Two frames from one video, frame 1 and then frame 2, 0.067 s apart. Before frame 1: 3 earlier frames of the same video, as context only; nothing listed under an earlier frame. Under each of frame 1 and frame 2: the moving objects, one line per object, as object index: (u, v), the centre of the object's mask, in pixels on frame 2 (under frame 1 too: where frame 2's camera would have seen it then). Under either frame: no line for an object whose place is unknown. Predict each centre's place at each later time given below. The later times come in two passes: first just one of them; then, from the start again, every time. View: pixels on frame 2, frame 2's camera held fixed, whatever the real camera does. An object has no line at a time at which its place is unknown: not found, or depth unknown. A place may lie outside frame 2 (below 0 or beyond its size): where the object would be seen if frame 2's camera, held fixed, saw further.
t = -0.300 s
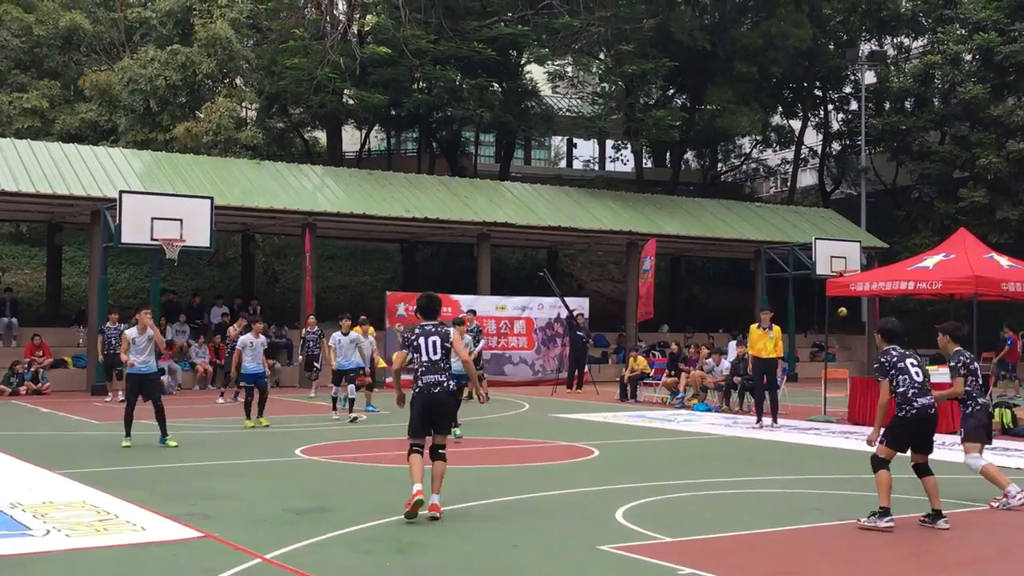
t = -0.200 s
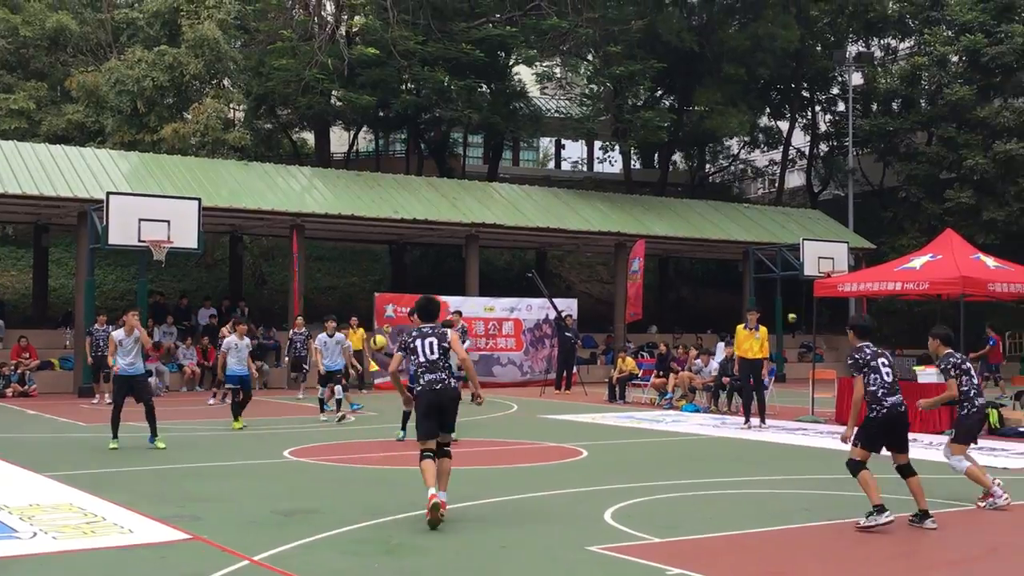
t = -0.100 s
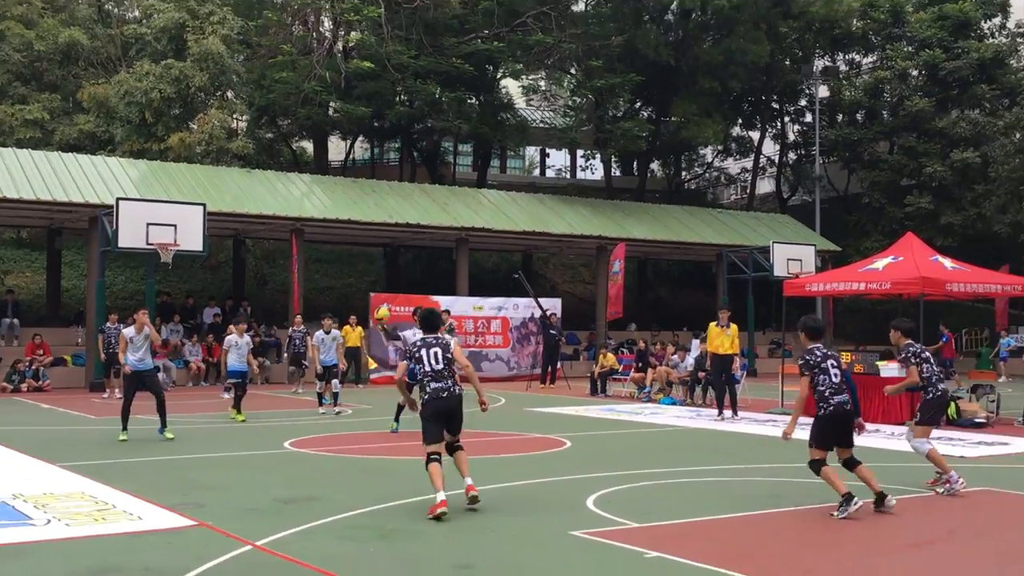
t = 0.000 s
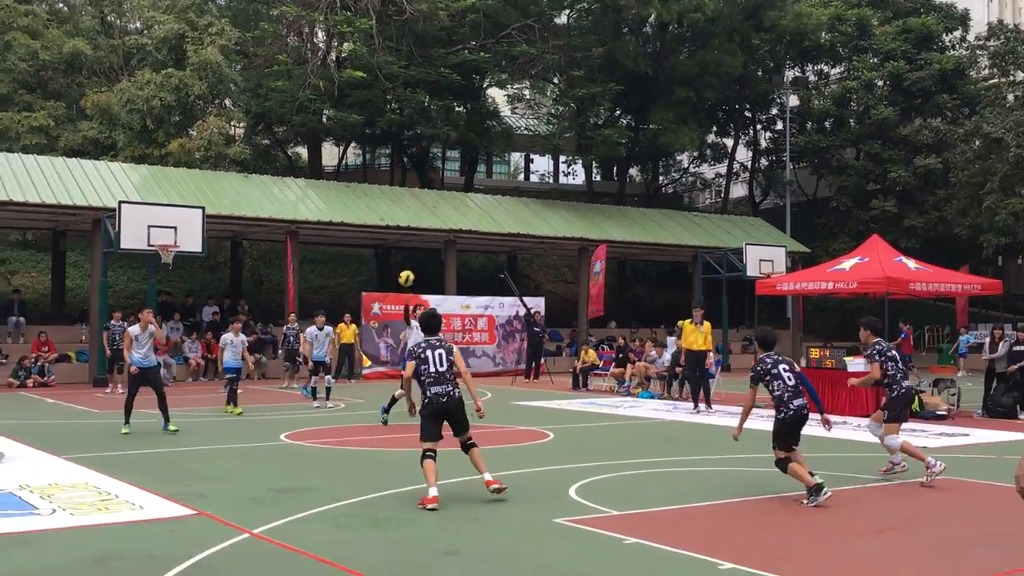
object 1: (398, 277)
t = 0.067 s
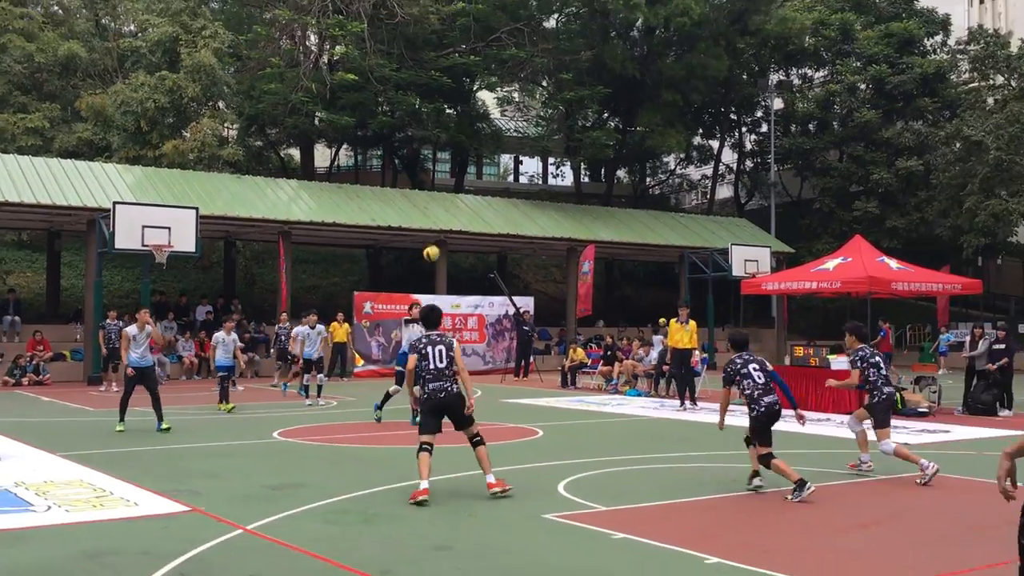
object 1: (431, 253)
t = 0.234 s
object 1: (523, 197)
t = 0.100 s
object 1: (449, 241)
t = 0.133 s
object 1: (467, 229)
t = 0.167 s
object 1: (485, 218)
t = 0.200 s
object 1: (504, 208)
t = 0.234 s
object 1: (523, 197)
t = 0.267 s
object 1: (542, 190)
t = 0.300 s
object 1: (563, 181)
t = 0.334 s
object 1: (583, 173)
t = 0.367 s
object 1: (604, 164)
